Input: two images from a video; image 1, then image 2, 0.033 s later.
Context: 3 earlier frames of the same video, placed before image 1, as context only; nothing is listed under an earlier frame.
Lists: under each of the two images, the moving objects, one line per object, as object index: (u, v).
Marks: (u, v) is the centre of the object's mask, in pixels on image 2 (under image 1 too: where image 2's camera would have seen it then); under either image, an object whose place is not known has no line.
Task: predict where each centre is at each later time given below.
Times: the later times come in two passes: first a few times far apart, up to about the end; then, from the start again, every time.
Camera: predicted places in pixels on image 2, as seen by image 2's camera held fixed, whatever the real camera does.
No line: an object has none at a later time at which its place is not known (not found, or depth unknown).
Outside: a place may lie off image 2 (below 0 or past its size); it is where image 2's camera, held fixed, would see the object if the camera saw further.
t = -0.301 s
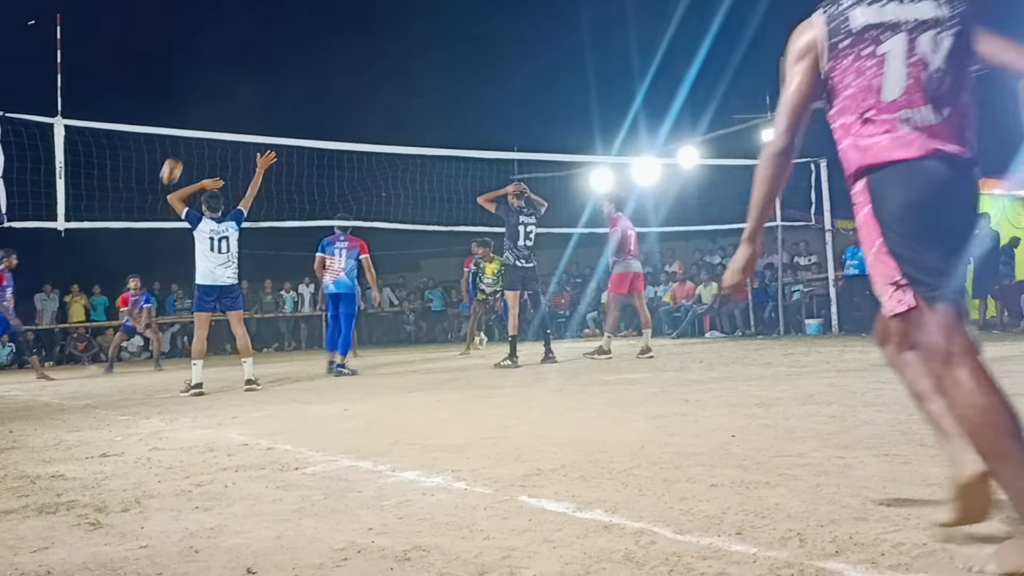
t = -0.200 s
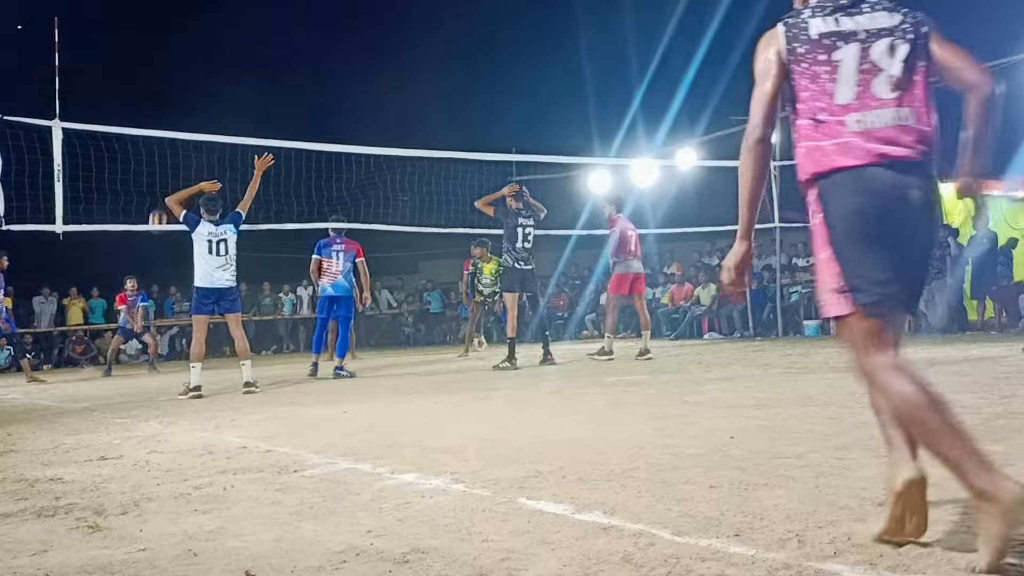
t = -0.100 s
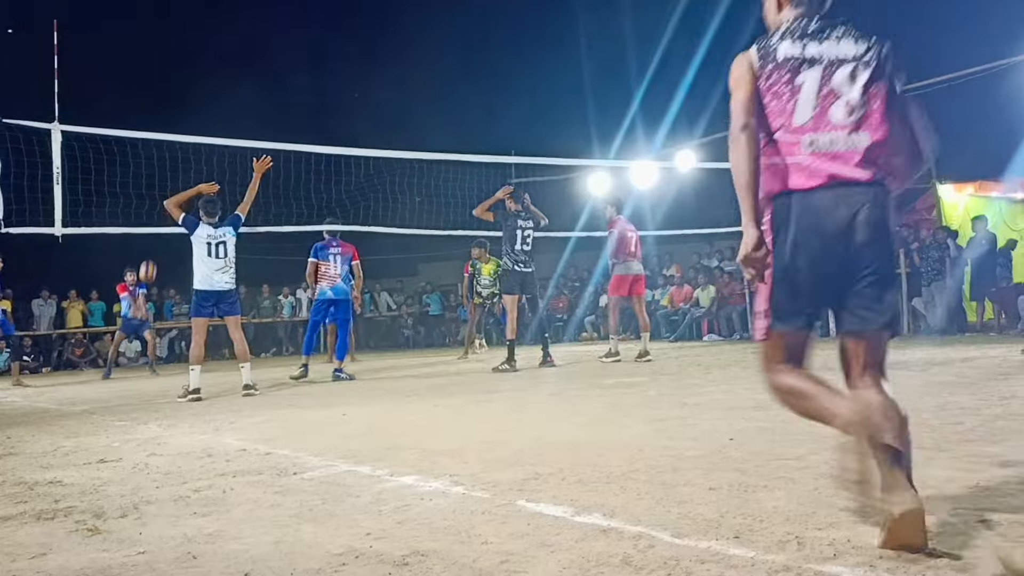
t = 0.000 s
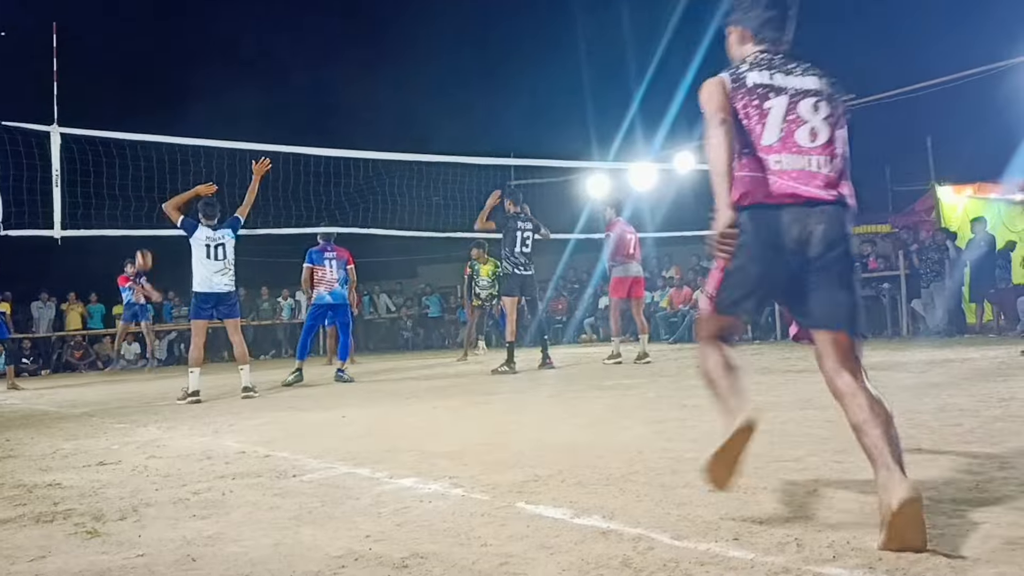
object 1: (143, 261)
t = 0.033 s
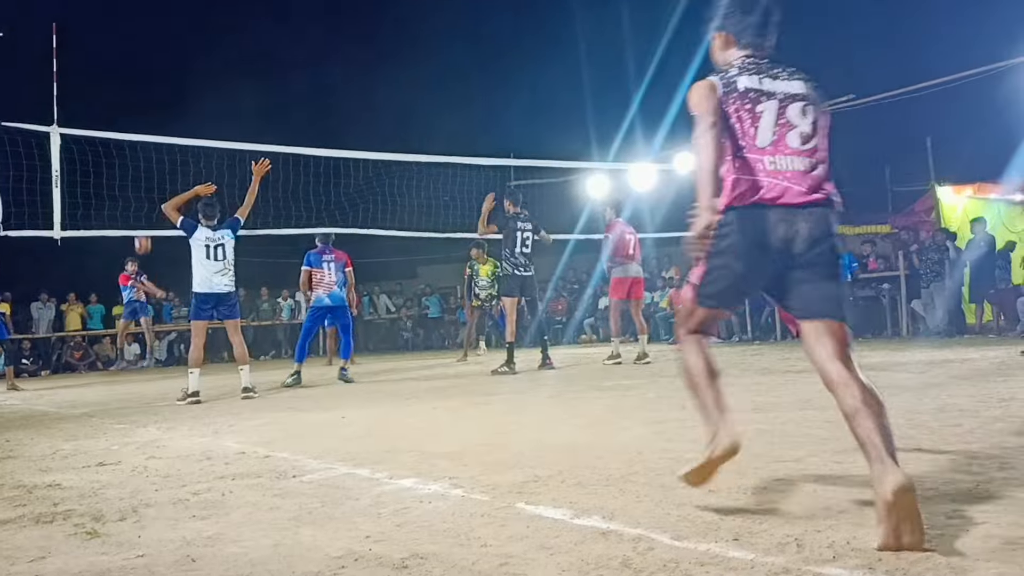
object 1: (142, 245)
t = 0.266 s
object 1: (140, 129)
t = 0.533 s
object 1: (140, 47)
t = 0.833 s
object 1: (142, 7)
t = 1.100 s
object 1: (146, 34)
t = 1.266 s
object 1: (150, 87)
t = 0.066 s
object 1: (142, 222)
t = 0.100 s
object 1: (142, 209)
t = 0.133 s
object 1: (141, 192)
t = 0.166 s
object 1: (141, 176)
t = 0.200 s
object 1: (141, 161)
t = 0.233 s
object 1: (140, 149)
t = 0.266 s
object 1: (140, 129)
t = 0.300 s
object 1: (140, 120)
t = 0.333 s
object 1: (140, 108)
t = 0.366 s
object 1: (140, 96)
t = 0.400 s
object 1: (140, 84)
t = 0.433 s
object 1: (140, 74)
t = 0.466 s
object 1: (140, 64)
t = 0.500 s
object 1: (140, 55)
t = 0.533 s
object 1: (140, 47)
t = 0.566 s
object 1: (140, 39)
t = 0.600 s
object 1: (140, 32)
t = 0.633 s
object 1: (140, 26)
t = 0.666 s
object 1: (140, 20)
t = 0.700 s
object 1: (141, 16)
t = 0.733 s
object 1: (141, 12)
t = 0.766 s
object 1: (141, 9)
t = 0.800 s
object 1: (141, 7)
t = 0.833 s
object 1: (142, 7)
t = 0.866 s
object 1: (142, 6)
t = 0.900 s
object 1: (142, 7)
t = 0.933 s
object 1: (143, 9)
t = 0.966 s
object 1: (143, 12)
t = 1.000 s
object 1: (144, 16)
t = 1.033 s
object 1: (145, 21)
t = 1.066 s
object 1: (145, 27)
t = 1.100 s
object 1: (146, 34)
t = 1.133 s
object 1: (147, 42)
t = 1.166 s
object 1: (148, 52)
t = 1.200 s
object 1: (148, 62)
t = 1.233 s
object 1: (149, 74)
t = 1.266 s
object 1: (150, 87)
